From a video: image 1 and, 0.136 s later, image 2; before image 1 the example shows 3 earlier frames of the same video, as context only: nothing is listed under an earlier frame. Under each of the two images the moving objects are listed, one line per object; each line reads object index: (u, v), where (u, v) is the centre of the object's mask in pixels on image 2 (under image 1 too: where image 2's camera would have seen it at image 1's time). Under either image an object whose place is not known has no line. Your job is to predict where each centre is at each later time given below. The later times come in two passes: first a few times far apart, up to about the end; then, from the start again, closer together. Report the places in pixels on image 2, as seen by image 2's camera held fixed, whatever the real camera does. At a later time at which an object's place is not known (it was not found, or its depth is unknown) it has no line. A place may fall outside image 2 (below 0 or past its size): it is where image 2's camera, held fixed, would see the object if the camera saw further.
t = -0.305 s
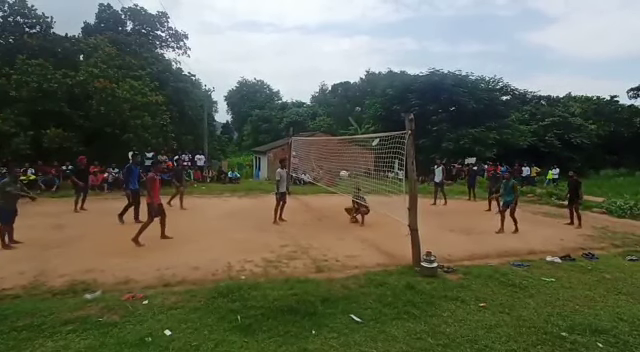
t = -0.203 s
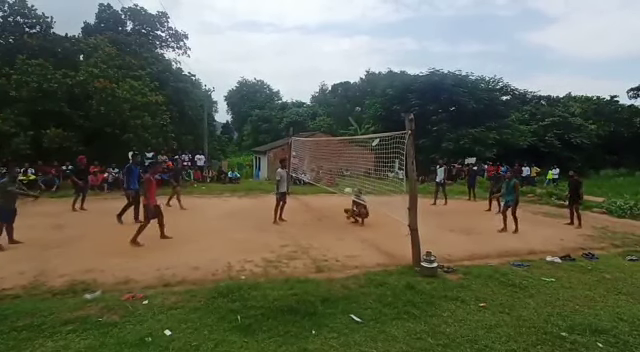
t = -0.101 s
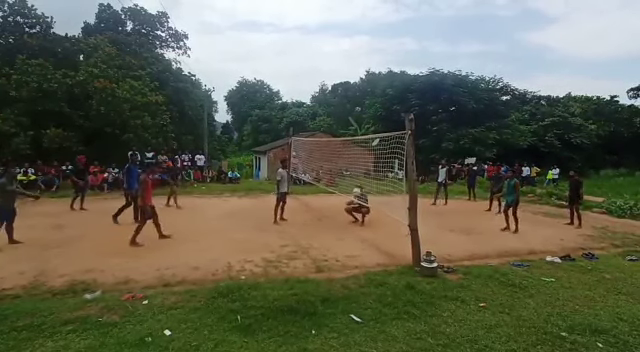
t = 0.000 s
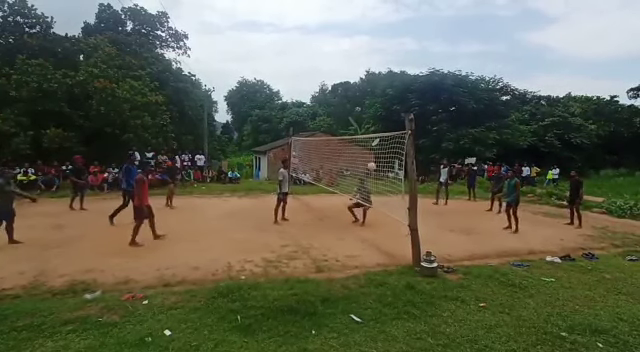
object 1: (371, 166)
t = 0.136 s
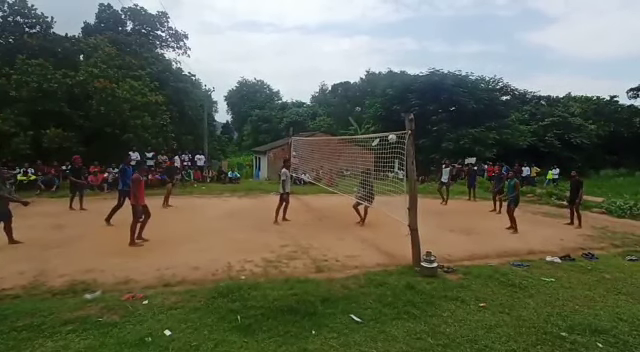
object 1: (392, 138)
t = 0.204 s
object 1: (401, 127)
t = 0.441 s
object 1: (437, 99)
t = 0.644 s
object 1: (466, 93)
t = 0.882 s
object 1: (499, 106)
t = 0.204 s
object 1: (401, 127)
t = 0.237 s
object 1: (404, 123)
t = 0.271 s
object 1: (413, 116)
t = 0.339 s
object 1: (422, 108)
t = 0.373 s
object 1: (427, 105)
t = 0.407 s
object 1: (432, 102)
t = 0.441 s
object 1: (437, 99)
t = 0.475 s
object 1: (442, 97)
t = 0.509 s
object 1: (446, 95)
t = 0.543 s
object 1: (452, 94)
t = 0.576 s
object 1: (457, 93)
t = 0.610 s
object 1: (461, 93)
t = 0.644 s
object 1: (466, 93)
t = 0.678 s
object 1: (471, 93)
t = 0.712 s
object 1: (476, 94)
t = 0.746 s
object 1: (481, 96)
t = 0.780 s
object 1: (485, 97)
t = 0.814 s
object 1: (490, 100)
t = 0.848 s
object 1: (494, 102)
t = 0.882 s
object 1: (499, 106)
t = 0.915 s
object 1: (503, 109)
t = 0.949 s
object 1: (508, 114)
